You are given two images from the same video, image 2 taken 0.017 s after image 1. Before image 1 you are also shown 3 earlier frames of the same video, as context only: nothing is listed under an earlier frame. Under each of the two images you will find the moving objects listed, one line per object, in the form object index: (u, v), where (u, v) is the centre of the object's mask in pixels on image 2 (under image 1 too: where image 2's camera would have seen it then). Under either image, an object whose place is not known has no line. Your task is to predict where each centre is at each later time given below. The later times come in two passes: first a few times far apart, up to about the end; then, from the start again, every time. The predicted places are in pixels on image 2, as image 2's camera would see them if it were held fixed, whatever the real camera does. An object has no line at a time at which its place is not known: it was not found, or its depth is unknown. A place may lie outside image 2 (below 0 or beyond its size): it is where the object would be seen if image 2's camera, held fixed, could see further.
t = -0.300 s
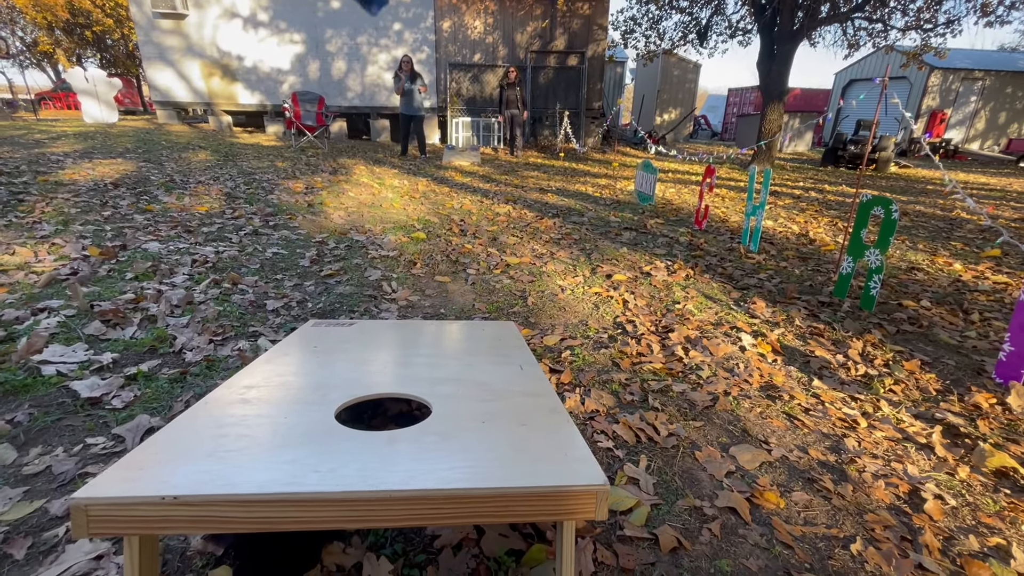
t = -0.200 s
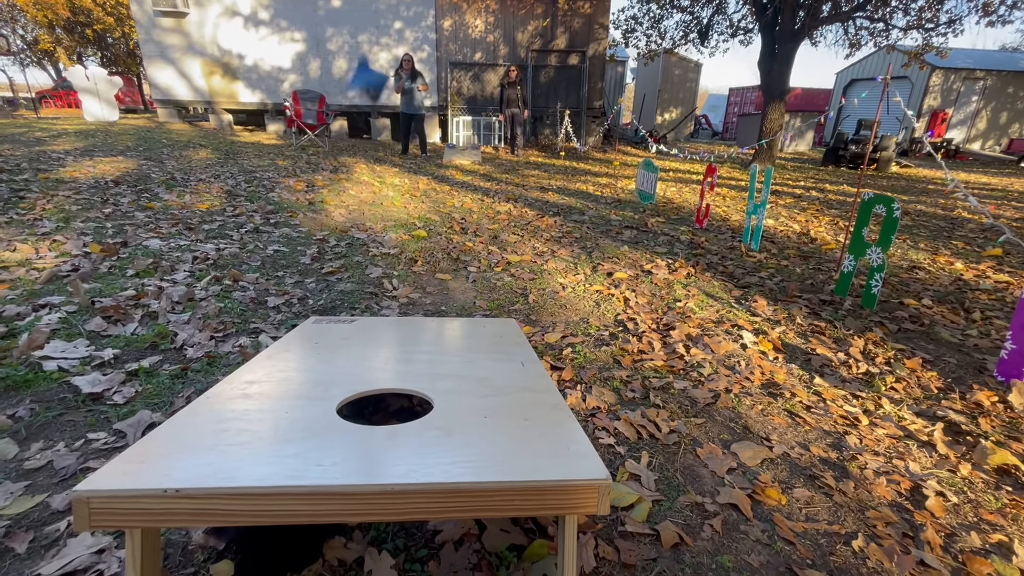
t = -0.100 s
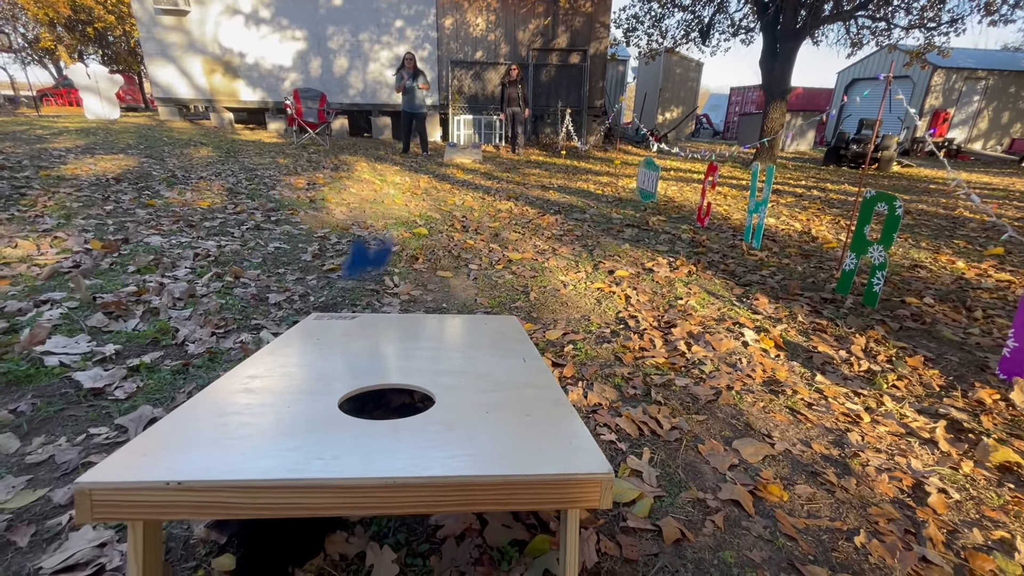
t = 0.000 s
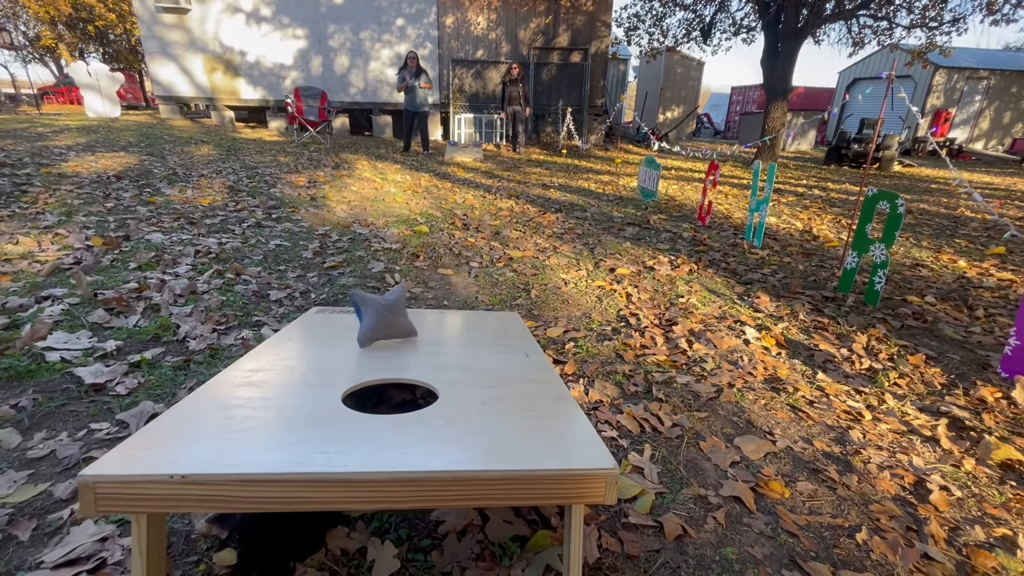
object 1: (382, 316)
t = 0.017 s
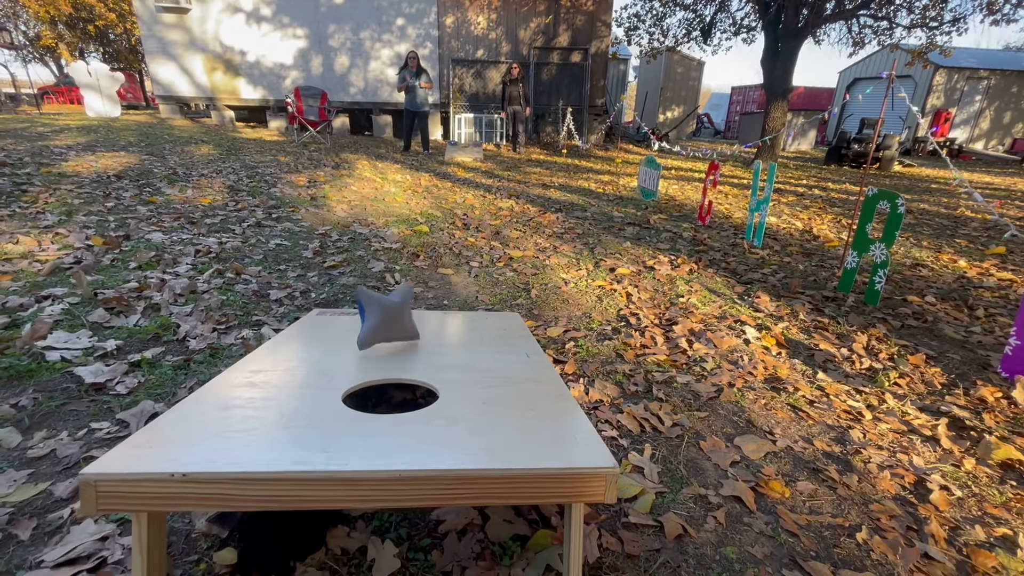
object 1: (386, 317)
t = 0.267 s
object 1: (449, 396)
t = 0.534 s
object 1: (472, 423)
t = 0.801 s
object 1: (472, 423)
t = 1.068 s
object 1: (471, 423)
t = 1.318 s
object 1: (472, 423)
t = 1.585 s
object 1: (471, 423)
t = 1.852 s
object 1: (471, 424)
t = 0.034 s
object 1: (389, 320)
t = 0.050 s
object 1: (394, 323)
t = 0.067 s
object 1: (398, 328)
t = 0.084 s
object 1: (403, 334)
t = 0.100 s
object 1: (408, 343)
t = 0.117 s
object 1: (415, 354)
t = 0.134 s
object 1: (422, 370)
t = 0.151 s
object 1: (430, 387)
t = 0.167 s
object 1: (433, 398)
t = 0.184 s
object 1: (434, 398)
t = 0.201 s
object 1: (437, 396)
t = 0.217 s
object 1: (440, 394)
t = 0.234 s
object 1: (443, 393)
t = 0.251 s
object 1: (446, 394)
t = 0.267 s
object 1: (449, 396)
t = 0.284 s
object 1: (452, 398)
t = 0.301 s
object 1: (455, 401)
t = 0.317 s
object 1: (457, 404)
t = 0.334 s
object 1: (460, 407)
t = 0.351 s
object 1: (462, 410)
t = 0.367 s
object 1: (464, 412)
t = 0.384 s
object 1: (467, 415)
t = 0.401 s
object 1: (469, 417)
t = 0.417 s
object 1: (470, 419)
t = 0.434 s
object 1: (471, 420)
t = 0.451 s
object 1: (471, 422)
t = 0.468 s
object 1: (472, 422)
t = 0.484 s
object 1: (472, 423)
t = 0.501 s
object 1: (472, 423)
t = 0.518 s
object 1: (472, 423)
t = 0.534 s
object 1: (472, 423)
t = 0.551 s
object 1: (472, 423)
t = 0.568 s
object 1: (472, 423)
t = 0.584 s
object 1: (472, 423)
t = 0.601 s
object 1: (472, 423)
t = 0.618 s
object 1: (472, 423)
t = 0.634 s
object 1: (472, 423)
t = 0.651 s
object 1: (472, 423)
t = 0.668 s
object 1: (472, 423)
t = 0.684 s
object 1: (472, 423)
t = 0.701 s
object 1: (472, 423)
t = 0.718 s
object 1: (472, 423)
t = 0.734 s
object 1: (472, 423)
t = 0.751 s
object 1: (472, 423)
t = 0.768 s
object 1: (472, 423)
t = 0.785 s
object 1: (472, 423)
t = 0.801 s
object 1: (472, 423)
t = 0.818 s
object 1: (472, 423)
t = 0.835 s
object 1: (472, 423)
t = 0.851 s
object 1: (472, 423)
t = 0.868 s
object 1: (472, 423)
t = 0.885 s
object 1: (472, 423)
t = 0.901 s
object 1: (472, 423)
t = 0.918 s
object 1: (472, 423)
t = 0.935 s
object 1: (472, 423)
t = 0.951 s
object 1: (472, 423)
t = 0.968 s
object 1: (472, 423)
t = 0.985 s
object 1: (472, 423)
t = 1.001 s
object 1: (472, 423)
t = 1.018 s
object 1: (472, 423)
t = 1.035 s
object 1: (472, 423)
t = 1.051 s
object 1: (472, 423)
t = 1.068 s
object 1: (471, 423)
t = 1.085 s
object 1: (471, 423)
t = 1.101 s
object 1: (472, 423)
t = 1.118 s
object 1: (472, 423)
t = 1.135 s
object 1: (472, 423)
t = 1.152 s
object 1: (472, 423)
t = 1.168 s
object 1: (472, 423)
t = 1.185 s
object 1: (472, 423)
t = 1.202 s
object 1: (472, 423)
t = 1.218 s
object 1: (472, 423)
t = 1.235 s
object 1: (472, 423)
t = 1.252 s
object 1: (472, 423)
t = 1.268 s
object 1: (472, 423)
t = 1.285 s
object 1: (472, 423)
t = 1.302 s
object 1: (472, 423)
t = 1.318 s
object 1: (472, 423)
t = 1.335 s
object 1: (472, 423)
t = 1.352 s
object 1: (472, 423)
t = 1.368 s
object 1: (472, 423)
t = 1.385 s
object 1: (472, 423)
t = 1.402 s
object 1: (472, 423)
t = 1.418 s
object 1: (472, 423)
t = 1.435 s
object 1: (472, 423)
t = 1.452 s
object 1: (472, 423)
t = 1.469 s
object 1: (472, 423)
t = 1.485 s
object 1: (472, 423)
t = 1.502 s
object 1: (472, 423)
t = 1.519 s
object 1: (472, 423)
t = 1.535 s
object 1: (471, 423)
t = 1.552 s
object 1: (471, 423)
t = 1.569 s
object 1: (471, 423)
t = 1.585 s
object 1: (471, 423)
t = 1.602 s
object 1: (471, 423)
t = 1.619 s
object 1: (471, 423)
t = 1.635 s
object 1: (472, 423)
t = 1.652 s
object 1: (471, 423)
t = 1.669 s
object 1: (472, 423)
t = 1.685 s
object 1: (472, 423)
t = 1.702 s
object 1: (472, 423)
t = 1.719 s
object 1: (472, 423)
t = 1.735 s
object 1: (472, 423)
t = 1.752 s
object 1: (472, 423)
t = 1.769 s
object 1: (471, 423)
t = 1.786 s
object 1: (471, 424)
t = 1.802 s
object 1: (471, 424)
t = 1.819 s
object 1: (472, 424)
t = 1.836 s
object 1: (472, 424)
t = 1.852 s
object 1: (471, 424)
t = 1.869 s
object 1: (472, 424)
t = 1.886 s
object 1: (472, 424)
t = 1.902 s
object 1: (472, 424)
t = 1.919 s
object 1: (472, 424)
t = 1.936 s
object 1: (472, 424)
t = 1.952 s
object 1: (472, 424)
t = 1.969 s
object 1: (472, 424)
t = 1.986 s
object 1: (472, 424)
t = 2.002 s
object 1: (472, 424)
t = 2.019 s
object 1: (472, 424)
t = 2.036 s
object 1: (472, 424)
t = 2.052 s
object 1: (472, 424)
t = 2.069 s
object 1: (472, 424)
